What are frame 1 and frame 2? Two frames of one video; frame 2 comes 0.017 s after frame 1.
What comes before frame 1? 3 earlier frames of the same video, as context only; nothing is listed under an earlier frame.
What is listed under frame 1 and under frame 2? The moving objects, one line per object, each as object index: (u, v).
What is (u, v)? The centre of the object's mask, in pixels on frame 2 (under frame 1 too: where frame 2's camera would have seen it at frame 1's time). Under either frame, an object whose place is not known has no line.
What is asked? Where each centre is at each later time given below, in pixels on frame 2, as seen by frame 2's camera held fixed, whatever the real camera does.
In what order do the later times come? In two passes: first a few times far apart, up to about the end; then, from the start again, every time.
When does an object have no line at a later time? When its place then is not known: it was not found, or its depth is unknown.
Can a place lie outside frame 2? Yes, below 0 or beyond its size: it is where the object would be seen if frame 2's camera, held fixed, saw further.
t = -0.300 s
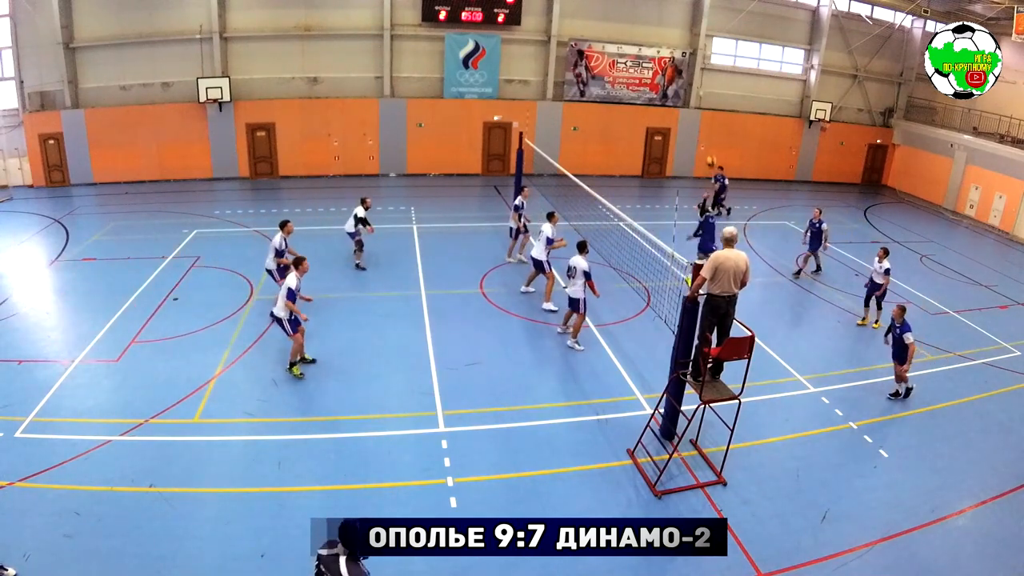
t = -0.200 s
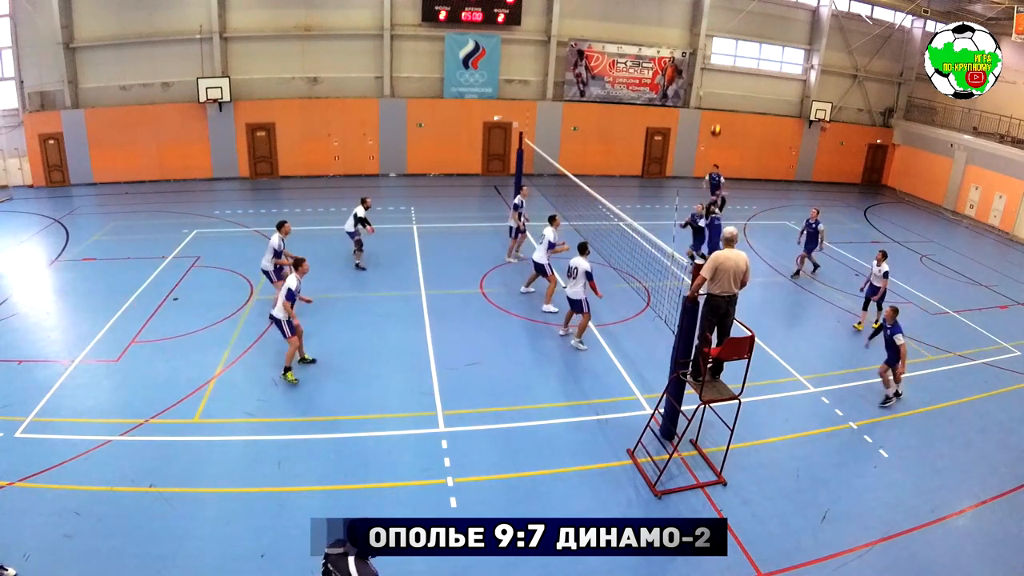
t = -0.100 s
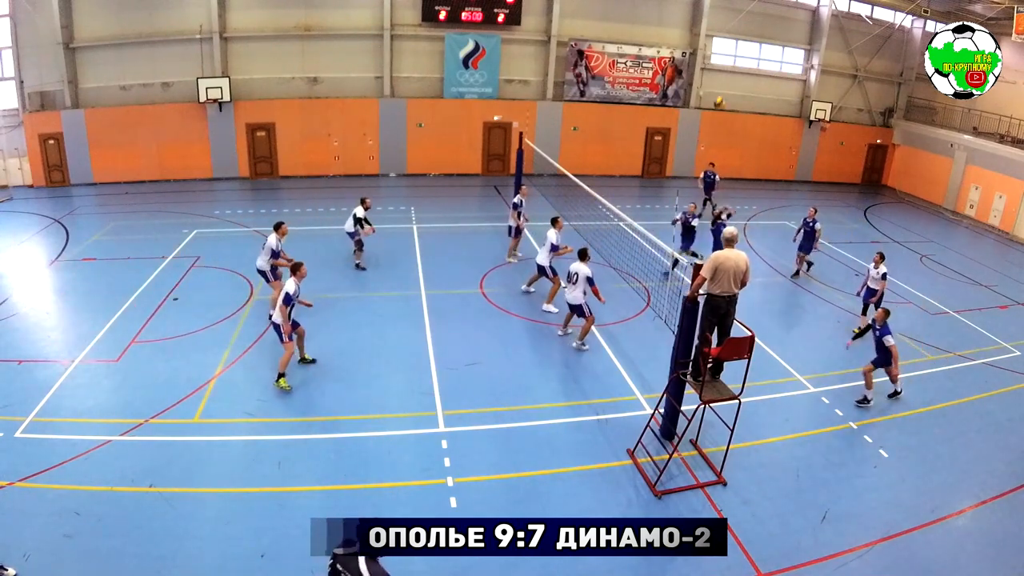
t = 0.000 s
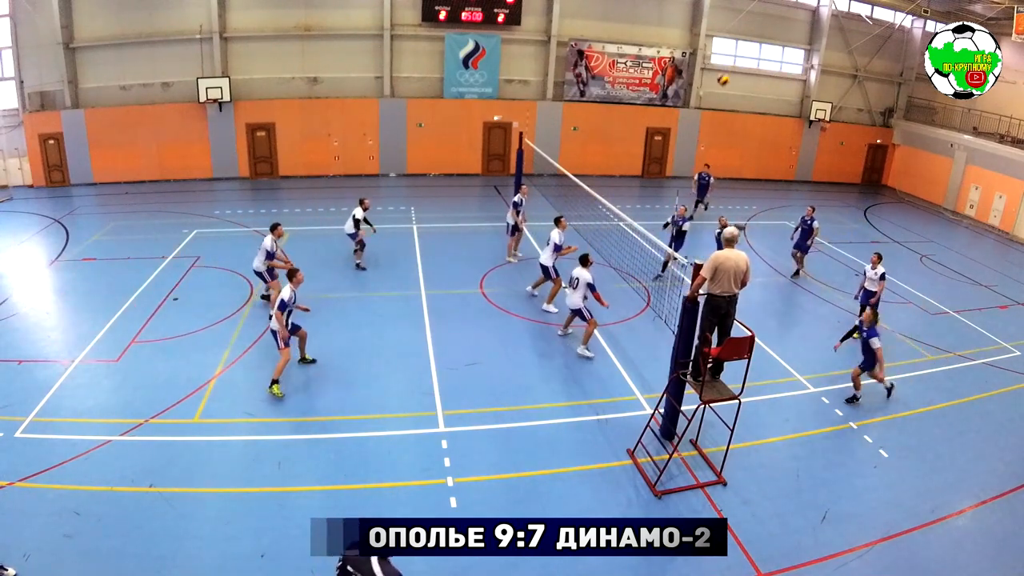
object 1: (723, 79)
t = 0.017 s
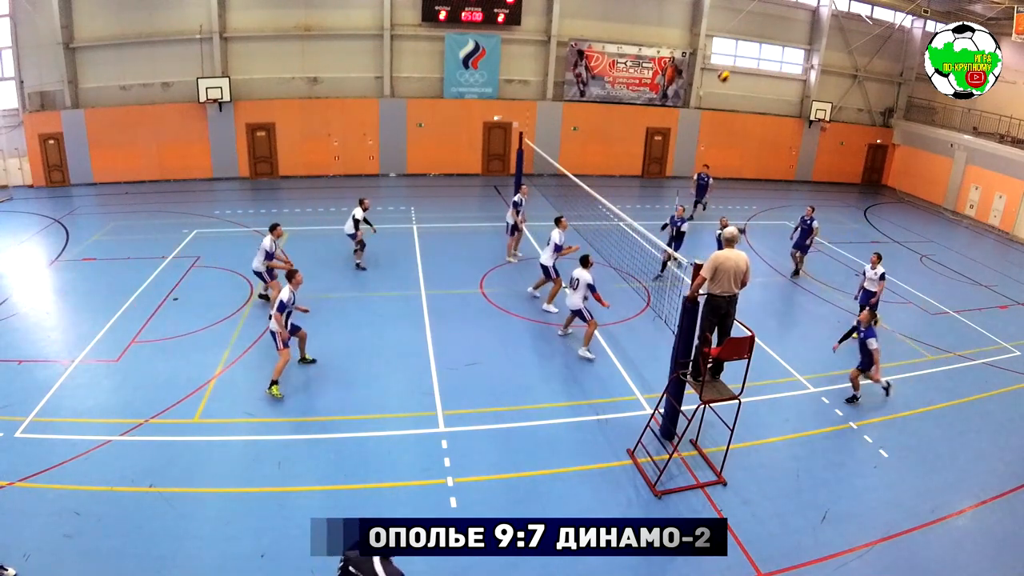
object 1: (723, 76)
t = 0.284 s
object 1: (729, 36)
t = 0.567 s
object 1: (730, 38)
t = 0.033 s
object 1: (724, 72)
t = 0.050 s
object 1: (723, 69)
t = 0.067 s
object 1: (725, 66)
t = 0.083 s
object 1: (725, 63)
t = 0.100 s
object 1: (726, 60)
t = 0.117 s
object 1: (726, 57)
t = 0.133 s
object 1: (727, 55)
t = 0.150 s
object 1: (727, 52)
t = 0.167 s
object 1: (727, 50)
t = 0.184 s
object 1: (728, 47)
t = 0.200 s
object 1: (728, 45)
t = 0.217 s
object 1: (729, 42)
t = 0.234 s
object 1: (729, 40)
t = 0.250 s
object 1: (729, 38)
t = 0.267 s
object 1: (729, 37)
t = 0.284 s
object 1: (729, 36)
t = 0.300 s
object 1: (729, 34)
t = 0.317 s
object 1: (730, 33)
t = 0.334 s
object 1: (730, 32)
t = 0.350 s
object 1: (730, 32)
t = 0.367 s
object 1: (730, 31)
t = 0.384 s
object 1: (730, 31)
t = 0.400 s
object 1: (730, 31)
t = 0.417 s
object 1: (730, 31)
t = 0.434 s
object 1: (730, 31)
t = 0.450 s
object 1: (730, 31)
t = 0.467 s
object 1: (730, 31)
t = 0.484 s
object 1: (730, 32)
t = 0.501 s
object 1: (730, 33)
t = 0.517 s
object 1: (730, 34)
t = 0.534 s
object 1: (730, 35)
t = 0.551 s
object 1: (730, 36)
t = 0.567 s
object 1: (730, 38)
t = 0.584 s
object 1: (730, 40)
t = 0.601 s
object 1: (730, 42)
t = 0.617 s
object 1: (730, 44)
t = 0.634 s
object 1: (730, 46)
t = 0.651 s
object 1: (730, 50)
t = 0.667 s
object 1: (729, 52)
